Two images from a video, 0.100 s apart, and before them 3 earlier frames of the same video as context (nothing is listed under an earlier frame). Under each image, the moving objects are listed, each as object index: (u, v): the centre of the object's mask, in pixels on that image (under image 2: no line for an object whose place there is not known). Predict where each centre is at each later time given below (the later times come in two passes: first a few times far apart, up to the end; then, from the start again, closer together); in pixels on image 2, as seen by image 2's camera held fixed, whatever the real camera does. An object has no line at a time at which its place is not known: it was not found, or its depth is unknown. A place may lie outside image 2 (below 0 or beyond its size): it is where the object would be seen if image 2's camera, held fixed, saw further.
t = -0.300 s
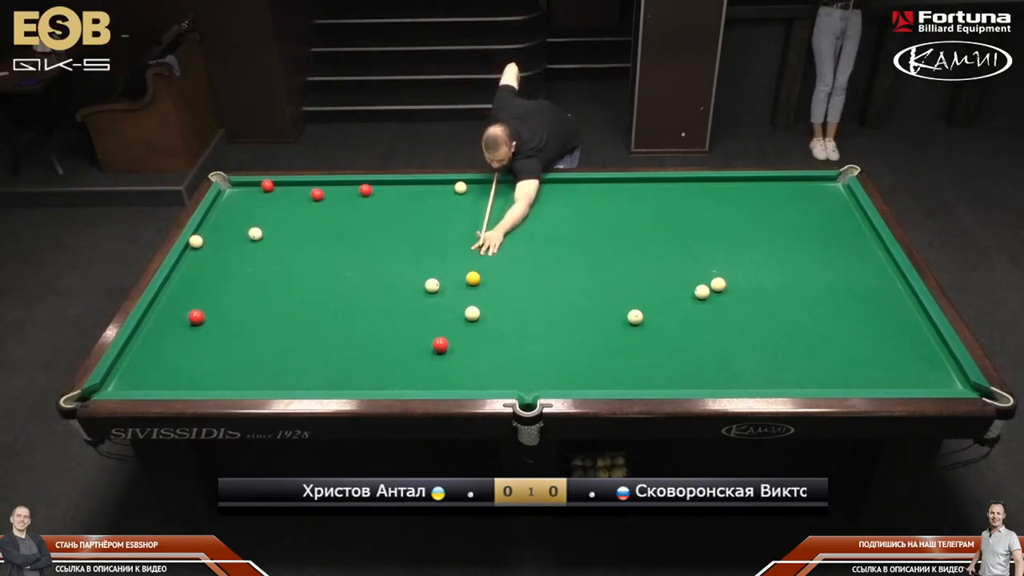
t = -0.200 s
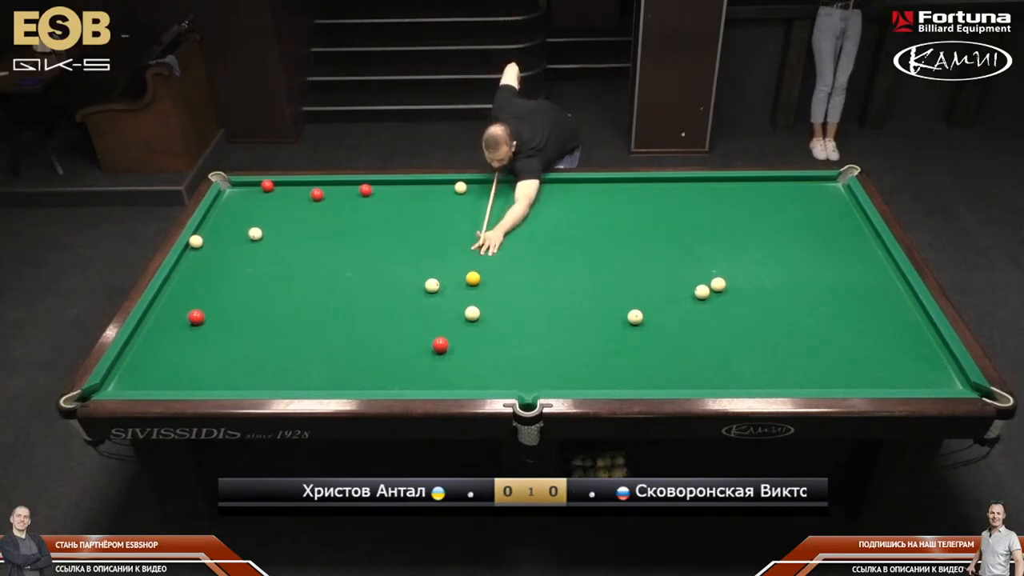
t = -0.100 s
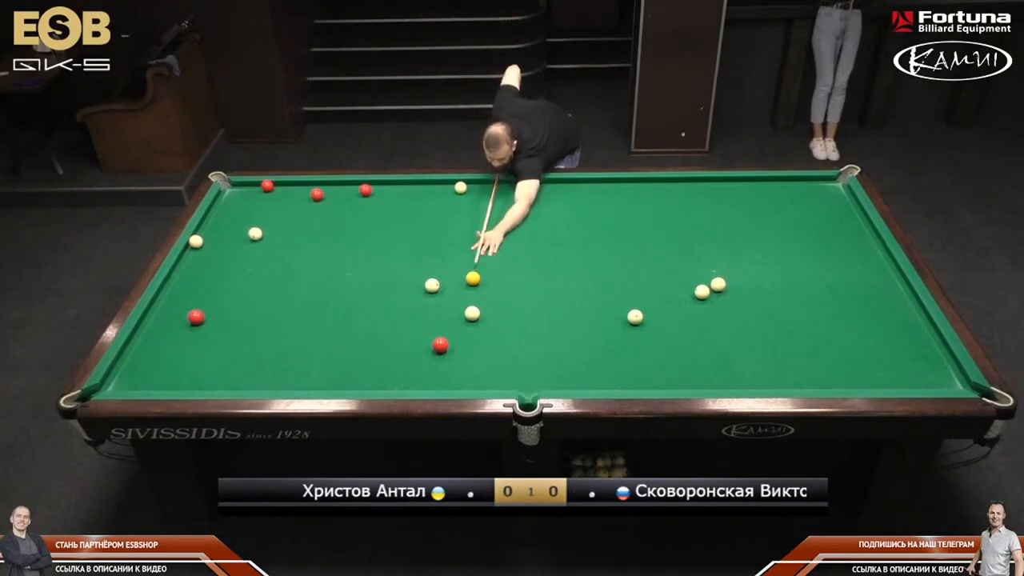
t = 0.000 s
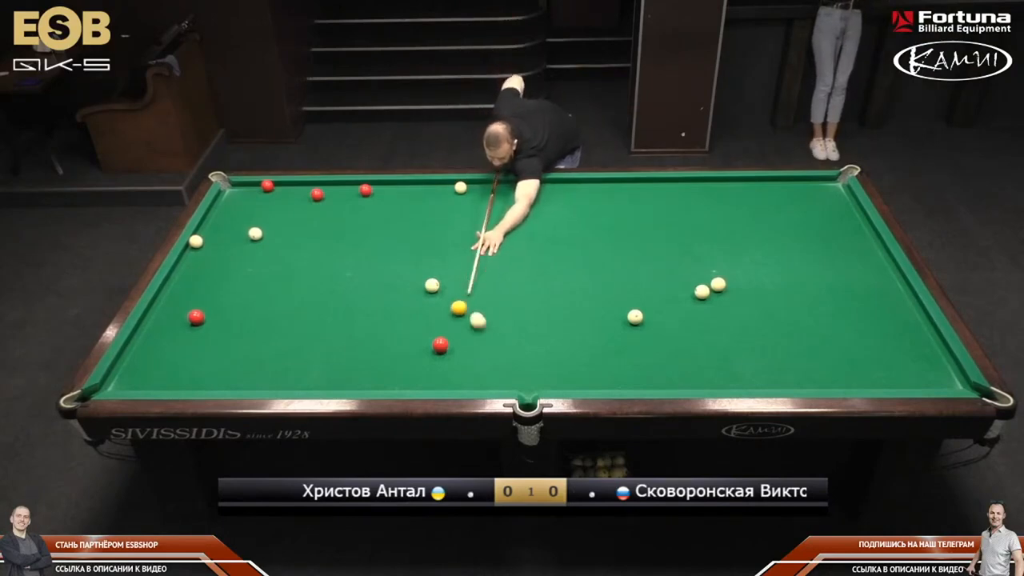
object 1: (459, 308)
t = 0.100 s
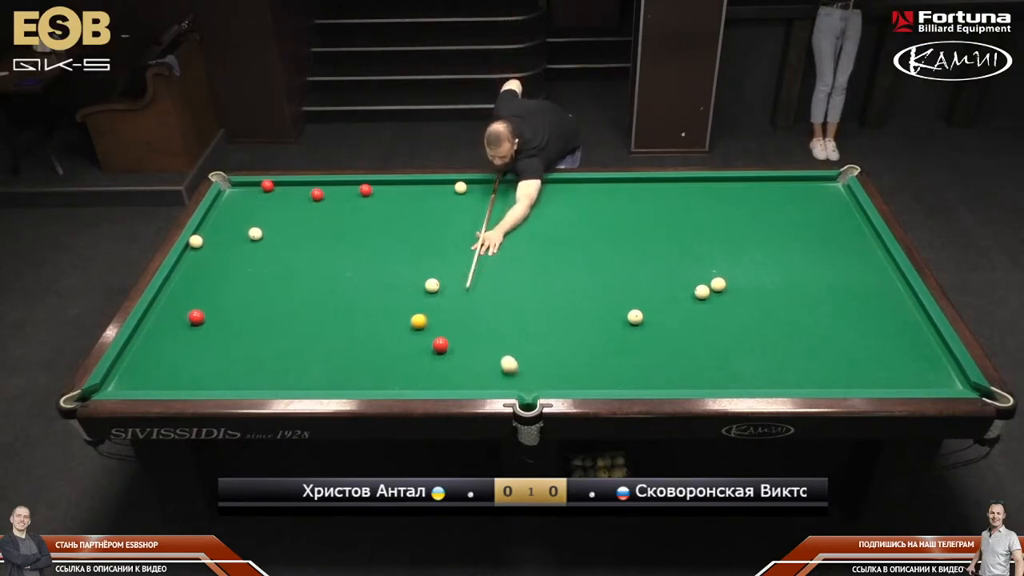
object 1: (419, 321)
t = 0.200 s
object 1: (381, 333)
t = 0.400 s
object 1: (315, 352)
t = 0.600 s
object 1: (253, 368)
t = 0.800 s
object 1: (188, 384)
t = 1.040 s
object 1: (124, 376)
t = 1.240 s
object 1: (150, 358)
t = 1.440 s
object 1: (189, 341)
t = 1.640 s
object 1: (226, 324)
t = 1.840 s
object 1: (261, 309)
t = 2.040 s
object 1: (293, 294)
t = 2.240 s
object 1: (323, 281)
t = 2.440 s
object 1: (352, 268)
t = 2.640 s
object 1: (379, 256)
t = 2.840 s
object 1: (404, 245)
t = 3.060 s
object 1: (430, 233)
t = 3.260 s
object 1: (453, 223)
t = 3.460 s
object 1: (474, 214)
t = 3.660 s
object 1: (494, 205)
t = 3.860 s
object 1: (513, 197)
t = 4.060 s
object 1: (531, 189)
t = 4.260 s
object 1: (548, 182)
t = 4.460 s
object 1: (559, 185)
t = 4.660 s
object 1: (570, 189)
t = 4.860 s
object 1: (581, 193)
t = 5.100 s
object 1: (594, 197)
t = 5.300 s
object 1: (604, 200)
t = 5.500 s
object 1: (614, 203)
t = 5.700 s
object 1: (623, 206)
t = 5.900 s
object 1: (632, 209)
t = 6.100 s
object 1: (640, 212)
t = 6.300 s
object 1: (649, 215)
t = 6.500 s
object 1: (656, 217)
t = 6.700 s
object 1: (663, 220)
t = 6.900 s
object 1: (670, 222)
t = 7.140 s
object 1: (678, 224)
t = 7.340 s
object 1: (683, 227)
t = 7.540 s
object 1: (689, 228)
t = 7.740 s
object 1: (693, 230)
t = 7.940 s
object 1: (697, 231)
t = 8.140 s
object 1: (701, 233)
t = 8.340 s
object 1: (704, 234)
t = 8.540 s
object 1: (706, 235)
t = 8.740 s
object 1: (708, 236)
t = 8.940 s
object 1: (710, 236)
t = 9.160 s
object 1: (711, 236)
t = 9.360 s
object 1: (712, 237)
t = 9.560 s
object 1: (712, 236)
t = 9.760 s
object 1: (711, 236)
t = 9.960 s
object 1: (711, 237)
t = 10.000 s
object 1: (711, 236)
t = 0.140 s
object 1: (403, 326)
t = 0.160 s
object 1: (396, 329)
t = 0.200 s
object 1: (381, 333)
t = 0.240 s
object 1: (367, 338)
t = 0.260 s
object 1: (360, 340)
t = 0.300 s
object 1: (347, 343)
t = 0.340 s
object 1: (334, 347)
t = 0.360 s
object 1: (328, 348)
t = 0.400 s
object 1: (315, 352)
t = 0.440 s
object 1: (303, 355)
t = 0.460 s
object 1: (297, 357)
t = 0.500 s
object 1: (284, 360)
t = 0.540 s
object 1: (271, 363)
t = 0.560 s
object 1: (265, 365)
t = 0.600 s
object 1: (253, 368)
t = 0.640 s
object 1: (240, 372)
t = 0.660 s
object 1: (234, 374)
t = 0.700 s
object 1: (221, 377)
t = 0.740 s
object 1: (208, 380)
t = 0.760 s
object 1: (201, 382)
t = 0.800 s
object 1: (188, 384)
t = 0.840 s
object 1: (176, 384)
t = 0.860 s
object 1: (171, 383)
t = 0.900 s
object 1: (160, 382)
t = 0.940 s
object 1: (150, 381)
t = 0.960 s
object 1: (144, 380)
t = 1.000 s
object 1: (134, 378)
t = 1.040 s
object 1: (124, 376)
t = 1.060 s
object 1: (118, 375)
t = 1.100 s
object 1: (116, 372)
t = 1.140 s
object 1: (126, 368)
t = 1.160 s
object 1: (132, 366)
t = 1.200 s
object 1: (141, 362)
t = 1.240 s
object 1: (150, 358)
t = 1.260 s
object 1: (154, 357)
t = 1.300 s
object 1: (162, 353)
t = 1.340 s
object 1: (170, 350)
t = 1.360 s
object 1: (174, 348)
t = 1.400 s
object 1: (182, 344)
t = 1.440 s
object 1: (189, 341)
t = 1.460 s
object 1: (193, 339)
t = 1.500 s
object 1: (201, 336)
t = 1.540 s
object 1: (208, 332)
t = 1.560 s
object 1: (212, 331)
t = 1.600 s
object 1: (219, 327)
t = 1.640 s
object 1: (226, 324)
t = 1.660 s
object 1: (230, 323)
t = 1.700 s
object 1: (237, 320)
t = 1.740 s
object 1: (244, 316)
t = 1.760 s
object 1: (247, 315)
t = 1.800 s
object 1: (254, 312)
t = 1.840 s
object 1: (261, 309)
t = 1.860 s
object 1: (264, 307)
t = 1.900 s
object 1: (271, 305)
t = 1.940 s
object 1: (277, 301)
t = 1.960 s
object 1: (280, 300)
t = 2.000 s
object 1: (287, 297)
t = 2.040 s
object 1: (293, 294)
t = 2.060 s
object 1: (296, 293)
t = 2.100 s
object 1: (303, 290)
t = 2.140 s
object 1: (309, 288)
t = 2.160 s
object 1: (312, 286)
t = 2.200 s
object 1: (317, 283)
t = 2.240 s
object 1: (323, 281)
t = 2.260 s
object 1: (326, 279)
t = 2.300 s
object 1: (332, 277)
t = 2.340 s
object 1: (338, 274)
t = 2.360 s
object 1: (341, 273)
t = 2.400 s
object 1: (346, 270)
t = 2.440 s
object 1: (352, 268)
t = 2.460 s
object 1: (355, 267)
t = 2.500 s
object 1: (360, 264)
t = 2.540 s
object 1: (365, 262)
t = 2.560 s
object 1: (368, 261)
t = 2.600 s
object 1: (374, 259)
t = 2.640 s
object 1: (379, 256)
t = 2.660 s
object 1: (381, 255)
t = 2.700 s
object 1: (386, 253)
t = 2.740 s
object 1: (392, 250)
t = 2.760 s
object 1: (394, 249)
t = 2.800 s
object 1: (399, 247)
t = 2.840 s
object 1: (404, 245)
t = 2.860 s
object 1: (407, 244)
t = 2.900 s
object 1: (412, 241)
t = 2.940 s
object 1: (416, 240)
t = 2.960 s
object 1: (418, 238)
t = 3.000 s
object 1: (423, 236)
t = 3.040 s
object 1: (428, 234)
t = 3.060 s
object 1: (430, 233)
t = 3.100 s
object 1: (435, 231)
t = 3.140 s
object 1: (439, 229)
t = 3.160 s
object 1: (442, 228)
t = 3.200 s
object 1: (446, 226)
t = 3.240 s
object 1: (450, 224)
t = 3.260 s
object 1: (453, 223)
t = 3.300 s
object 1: (457, 221)
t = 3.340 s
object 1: (461, 220)
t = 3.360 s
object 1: (463, 218)
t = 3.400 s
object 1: (468, 216)
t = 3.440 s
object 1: (472, 215)
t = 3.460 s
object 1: (474, 214)
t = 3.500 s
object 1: (478, 212)
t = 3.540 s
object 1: (482, 211)
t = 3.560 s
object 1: (484, 209)
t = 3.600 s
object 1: (488, 208)
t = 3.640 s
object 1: (492, 206)
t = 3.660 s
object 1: (494, 205)
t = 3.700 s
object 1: (498, 204)
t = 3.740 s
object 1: (502, 202)
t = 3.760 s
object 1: (503, 201)
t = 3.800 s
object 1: (507, 200)
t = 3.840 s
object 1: (511, 198)
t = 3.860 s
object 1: (513, 197)
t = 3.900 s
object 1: (517, 195)
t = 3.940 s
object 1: (520, 194)
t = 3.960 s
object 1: (522, 193)
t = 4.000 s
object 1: (526, 191)
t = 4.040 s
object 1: (529, 190)
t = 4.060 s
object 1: (531, 189)
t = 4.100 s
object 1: (534, 187)
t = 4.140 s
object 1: (538, 186)
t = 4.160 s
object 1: (539, 185)
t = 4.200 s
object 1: (543, 184)
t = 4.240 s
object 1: (546, 182)
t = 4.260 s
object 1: (548, 182)
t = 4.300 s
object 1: (550, 182)
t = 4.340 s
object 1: (552, 183)
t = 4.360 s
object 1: (553, 183)
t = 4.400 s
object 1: (556, 184)
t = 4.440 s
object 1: (558, 185)
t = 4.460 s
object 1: (559, 185)
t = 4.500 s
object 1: (561, 186)
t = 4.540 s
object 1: (564, 187)
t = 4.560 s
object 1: (565, 187)
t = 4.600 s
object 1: (567, 188)
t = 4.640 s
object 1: (569, 188)
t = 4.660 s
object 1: (570, 189)
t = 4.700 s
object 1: (572, 190)
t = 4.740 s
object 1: (575, 190)
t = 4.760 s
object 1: (576, 191)
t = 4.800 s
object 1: (578, 191)
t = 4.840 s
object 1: (580, 192)
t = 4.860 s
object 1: (581, 193)
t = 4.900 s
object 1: (583, 194)
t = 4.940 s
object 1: (585, 194)
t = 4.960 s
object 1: (586, 194)
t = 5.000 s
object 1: (589, 195)
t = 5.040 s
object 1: (590, 196)
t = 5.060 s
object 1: (591, 196)
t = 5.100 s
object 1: (594, 197)
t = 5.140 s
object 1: (596, 197)
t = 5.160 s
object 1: (597, 198)
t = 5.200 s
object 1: (599, 198)
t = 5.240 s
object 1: (601, 199)
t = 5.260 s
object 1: (602, 199)
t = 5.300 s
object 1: (604, 200)
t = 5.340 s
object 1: (606, 201)
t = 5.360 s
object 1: (607, 201)
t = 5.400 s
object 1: (609, 202)
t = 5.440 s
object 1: (611, 202)
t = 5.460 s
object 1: (612, 203)
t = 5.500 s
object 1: (614, 203)
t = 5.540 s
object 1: (616, 204)
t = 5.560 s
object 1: (617, 204)
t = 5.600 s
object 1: (618, 205)
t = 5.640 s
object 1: (620, 205)
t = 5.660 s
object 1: (621, 205)
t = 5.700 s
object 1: (623, 206)
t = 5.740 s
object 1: (625, 207)
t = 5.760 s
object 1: (626, 207)
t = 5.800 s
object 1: (628, 208)
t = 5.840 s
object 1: (629, 208)
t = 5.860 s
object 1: (630, 209)
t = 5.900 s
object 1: (632, 209)
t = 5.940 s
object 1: (634, 210)
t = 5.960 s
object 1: (635, 210)
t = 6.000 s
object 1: (636, 211)
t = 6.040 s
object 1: (638, 211)
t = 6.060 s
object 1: (639, 211)
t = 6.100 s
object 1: (640, 212)
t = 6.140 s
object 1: (642, 213)
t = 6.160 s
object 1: (643, 213)
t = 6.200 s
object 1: (644, 213)
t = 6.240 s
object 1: (646, 214)
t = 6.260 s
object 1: (647, 214)
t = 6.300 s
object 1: (649, 215)
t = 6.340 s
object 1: (650, 215)
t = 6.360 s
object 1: (651, 215)
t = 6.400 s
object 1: (652, 216)
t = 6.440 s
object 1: (654, 216)
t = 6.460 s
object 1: (654, 217)
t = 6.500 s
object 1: (656, 217)
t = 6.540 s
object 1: (658, 218)
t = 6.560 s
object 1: (658, 218)
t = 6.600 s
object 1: (660, 218)
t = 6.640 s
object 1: (661, 219)
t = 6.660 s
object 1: (662, 219)
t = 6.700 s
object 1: (663, 220)
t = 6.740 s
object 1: (665, 220)
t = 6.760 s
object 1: (665, 221)
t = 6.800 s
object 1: (667, 221)
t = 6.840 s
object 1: (668, 221)
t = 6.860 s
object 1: (669, 221)
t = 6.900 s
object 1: (670, 222)
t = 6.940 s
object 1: (672, 222)
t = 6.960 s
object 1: (672, 223)
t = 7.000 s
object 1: (673, 223)
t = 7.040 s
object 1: (675, 223)
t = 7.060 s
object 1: (676, 224)
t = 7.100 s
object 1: (677, 224)
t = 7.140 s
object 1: (678, 224)
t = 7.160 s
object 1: (678, 225)
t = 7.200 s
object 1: (679, 225)
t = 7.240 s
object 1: (681, 225)
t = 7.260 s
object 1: (681, 226)
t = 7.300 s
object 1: (682, 226)
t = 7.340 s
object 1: (683, 227)
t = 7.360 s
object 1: (684, 226)
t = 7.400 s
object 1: (685, 227)
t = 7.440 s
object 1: (686, 227)
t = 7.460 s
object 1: (686, 227)
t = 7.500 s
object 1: (687, 228)
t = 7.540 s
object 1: (689, 228)
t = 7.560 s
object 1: (689, 228)
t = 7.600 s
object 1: (690, 229)
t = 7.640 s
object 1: (691, 229)
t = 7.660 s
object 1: (691, 229)
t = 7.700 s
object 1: (692, 229)
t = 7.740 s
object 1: (693, 230)
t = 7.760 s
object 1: (694, 230)
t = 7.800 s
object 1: (694, 230)
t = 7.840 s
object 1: (695, 231)
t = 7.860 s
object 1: (696, 231)
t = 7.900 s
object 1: (697, 231)
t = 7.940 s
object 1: (697, 231)
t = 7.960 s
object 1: (698, 232)
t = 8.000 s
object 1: (698, 232)
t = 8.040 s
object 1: (699, 232)
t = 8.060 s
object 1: (699, 232)
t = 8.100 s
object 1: (700, 232)
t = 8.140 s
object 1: (701, 233)
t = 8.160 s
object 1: (701, 233)
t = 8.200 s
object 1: (702, 233)
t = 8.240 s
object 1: (702, 233)
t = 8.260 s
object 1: (703, 233)
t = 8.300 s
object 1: (703, 234)
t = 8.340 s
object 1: (704, 234)
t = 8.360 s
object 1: (704, 234)
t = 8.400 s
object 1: (704, 234)
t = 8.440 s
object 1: (705, 235)
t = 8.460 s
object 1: (705, 235)
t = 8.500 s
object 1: (706, 235)
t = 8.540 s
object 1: (706, 235)
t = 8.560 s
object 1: (706, 235)
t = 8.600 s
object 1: (707, 235)
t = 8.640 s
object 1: (707, 235)
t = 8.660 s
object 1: (708, 235)
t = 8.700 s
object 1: (708, 236)
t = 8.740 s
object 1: (708, 236)
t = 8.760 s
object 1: (708, 236)
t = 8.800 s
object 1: (709, 236)
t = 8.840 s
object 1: (709, 236)
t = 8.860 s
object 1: (709, 236)
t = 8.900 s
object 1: (709, 236)
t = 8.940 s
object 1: (710, 236)
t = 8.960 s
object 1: (710, 236)
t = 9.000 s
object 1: (710, 237)
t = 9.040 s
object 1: (711, 236)
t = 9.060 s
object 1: (710, 237)
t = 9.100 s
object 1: (711, 236)
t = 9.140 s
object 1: (711, 237)
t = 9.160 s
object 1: (711, 236)
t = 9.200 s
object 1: (711, 237)
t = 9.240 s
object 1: (712, 237)
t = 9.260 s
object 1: (711, 237)
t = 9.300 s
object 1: (711, 237)
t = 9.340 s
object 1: (711, 237)
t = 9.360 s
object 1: (712, 237)
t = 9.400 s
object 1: (711, 237)
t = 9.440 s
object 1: (712, 236)
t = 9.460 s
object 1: (712, 236)
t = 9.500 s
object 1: (712, 236)
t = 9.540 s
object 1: (712, 236)
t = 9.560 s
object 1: (712, 236)
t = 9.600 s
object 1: (711, 236)
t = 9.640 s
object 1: (711, 236)
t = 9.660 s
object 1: (711, 236)
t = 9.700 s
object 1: (711, 236)
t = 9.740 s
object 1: (711, 237)
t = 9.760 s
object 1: (711, 236)
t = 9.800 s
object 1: (711, 237)
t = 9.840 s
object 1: (711, 237)
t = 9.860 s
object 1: (711, 236)
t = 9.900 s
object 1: (711, 236)
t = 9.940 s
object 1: (711, 236)
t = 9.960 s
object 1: (711, 237)
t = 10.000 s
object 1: (711, 236)
